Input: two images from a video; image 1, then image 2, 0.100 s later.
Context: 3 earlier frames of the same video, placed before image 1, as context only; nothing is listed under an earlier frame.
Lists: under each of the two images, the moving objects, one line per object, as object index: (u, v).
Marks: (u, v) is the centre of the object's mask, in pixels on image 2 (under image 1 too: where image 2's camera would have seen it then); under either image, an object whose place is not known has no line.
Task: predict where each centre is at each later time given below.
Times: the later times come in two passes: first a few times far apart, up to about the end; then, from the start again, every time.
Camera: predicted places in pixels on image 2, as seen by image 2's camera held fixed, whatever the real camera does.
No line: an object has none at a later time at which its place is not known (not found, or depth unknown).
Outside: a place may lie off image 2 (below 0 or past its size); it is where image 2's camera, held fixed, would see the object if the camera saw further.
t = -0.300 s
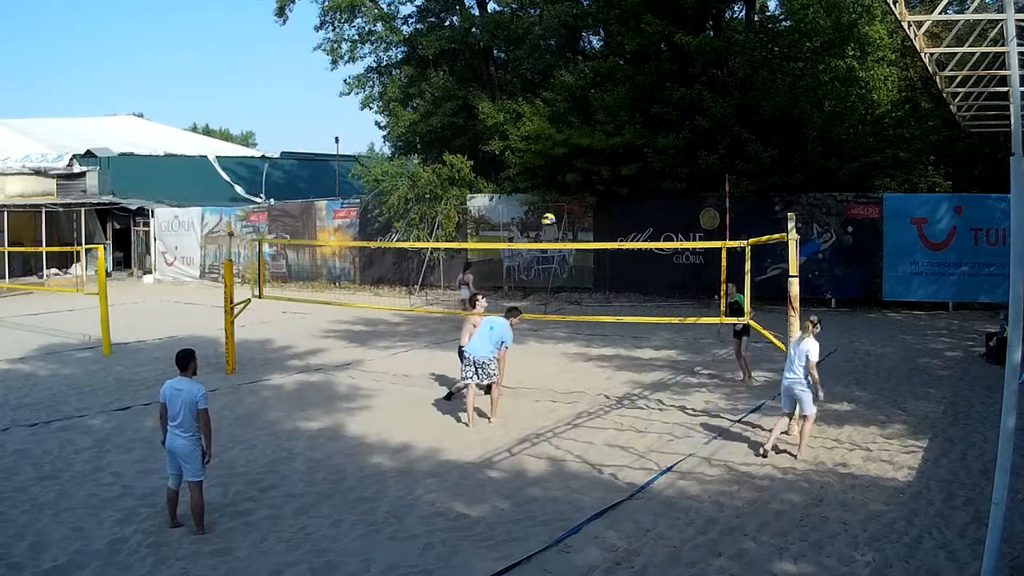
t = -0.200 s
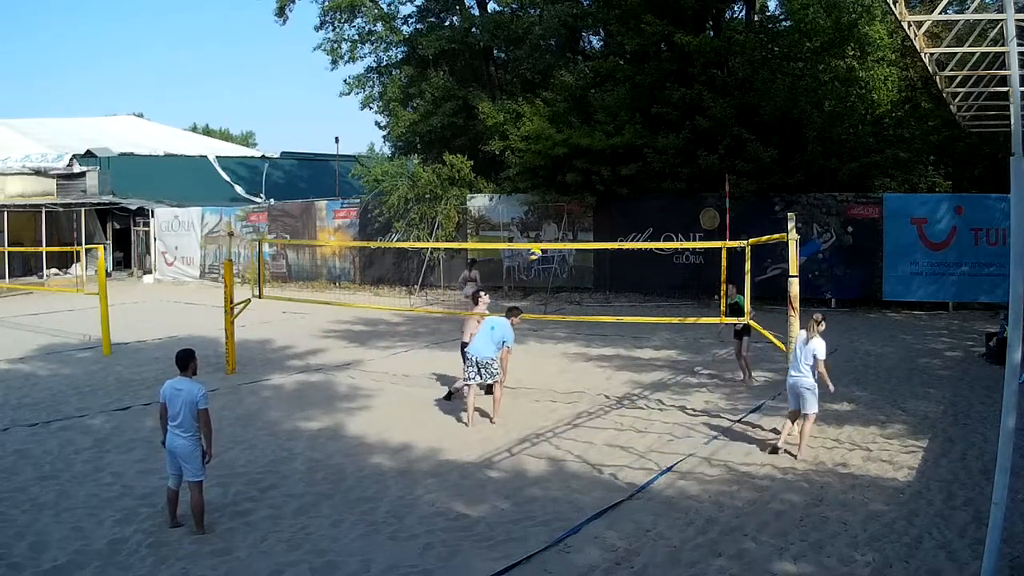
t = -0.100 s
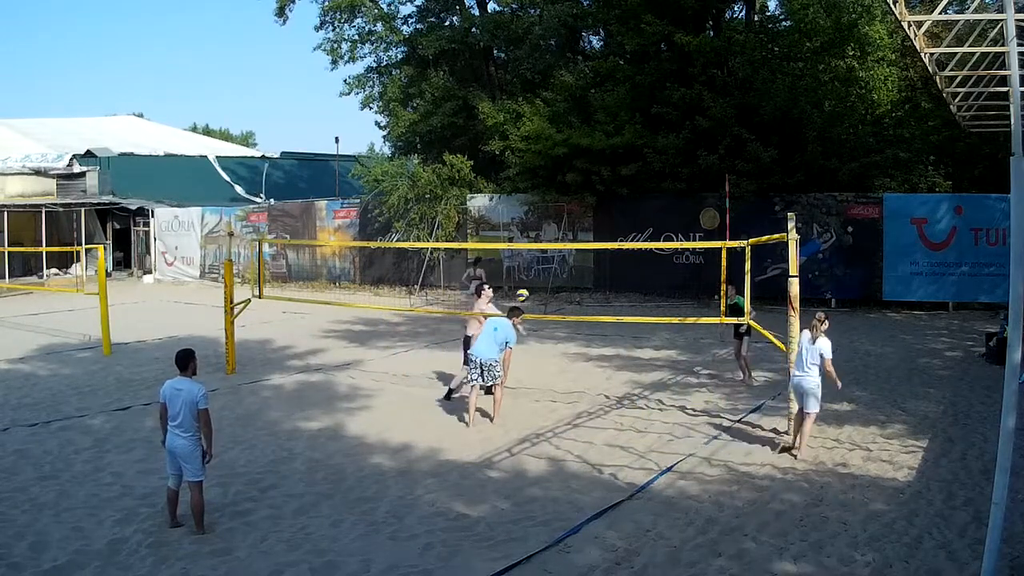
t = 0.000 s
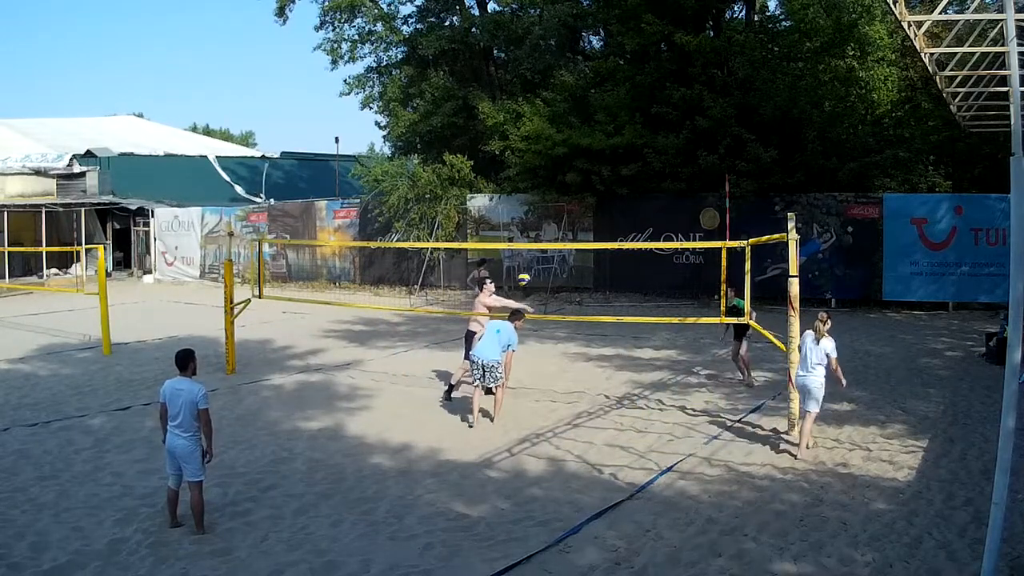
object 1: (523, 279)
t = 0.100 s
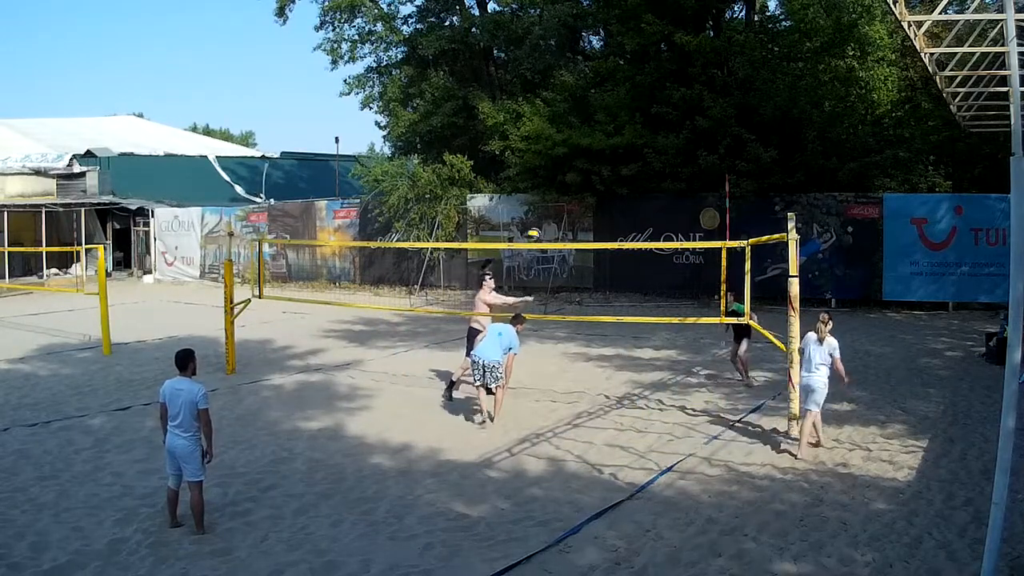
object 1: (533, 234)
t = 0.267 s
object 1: (549, 174)
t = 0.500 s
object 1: (569, 122)
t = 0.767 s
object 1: (591, 106)
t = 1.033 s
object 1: (613, 136)
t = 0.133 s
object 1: (537, 221)
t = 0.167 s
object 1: (540, 208)
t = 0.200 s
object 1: (543, 196)
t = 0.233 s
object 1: (546, 185)
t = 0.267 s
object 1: (549, 174)
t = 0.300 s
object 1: (552, 164)
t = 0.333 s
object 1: (555, 155)
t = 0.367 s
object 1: (558, 147)
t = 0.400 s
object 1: (561, 140)
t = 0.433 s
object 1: (563, 133)
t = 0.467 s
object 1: (566, 127)
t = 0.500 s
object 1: (569, 122)
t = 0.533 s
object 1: (572, 117)
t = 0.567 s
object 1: (575, 114)
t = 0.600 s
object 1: (577, 110)
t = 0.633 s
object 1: (580, 108)
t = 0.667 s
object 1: (582, 106)
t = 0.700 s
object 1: (585, 105)
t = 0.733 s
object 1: (588, 105)
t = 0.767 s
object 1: (591, 106)
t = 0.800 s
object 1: (593, 107)
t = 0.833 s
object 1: (596, 109)
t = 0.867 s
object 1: (599, 111)
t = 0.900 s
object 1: (602, 115)
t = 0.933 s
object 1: (605, 119)
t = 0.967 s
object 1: (607, 125)
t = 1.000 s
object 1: (610, 130)
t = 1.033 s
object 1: (613, 136)
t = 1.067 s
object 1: (616, 143)
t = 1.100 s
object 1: (618, 152)
